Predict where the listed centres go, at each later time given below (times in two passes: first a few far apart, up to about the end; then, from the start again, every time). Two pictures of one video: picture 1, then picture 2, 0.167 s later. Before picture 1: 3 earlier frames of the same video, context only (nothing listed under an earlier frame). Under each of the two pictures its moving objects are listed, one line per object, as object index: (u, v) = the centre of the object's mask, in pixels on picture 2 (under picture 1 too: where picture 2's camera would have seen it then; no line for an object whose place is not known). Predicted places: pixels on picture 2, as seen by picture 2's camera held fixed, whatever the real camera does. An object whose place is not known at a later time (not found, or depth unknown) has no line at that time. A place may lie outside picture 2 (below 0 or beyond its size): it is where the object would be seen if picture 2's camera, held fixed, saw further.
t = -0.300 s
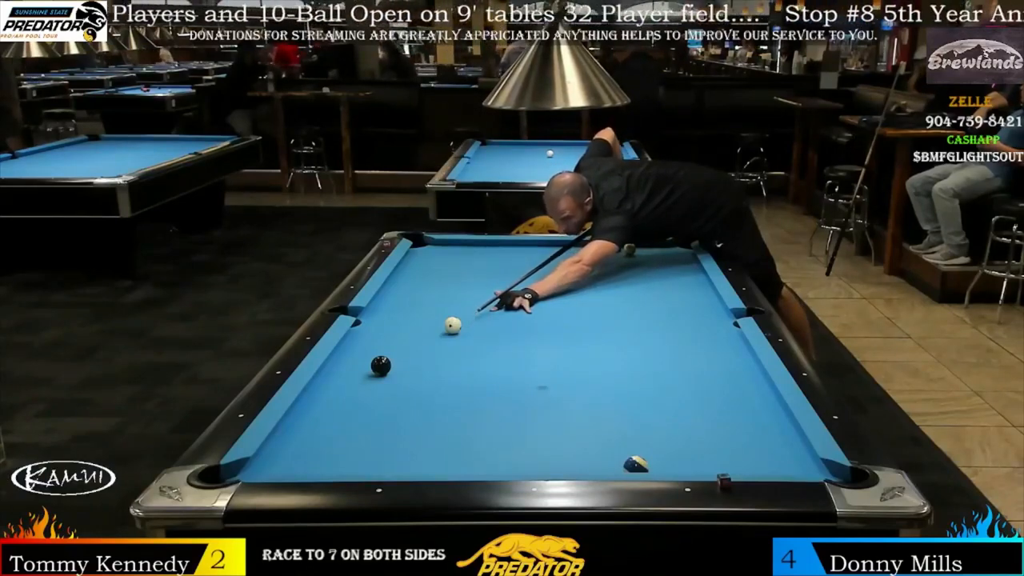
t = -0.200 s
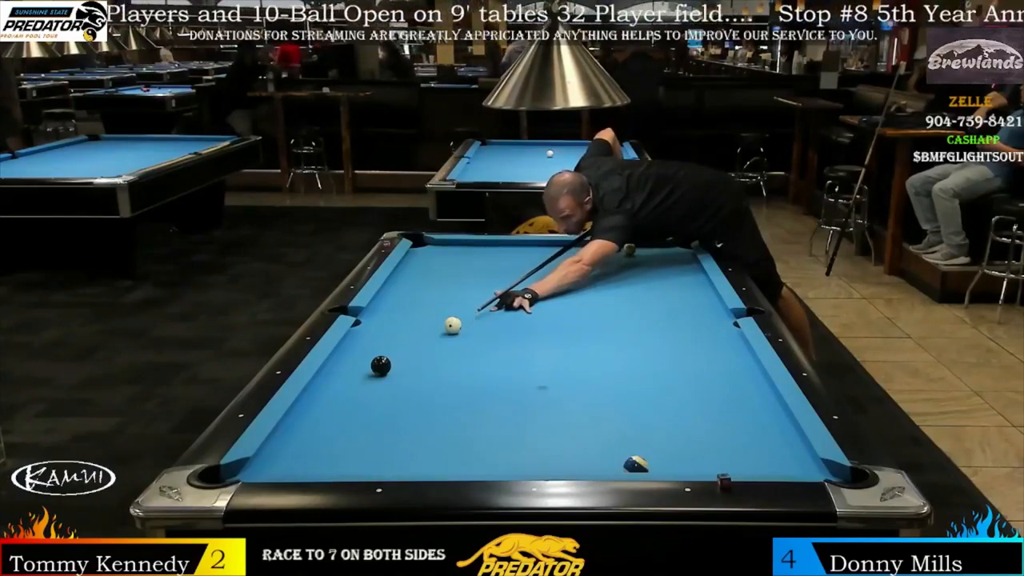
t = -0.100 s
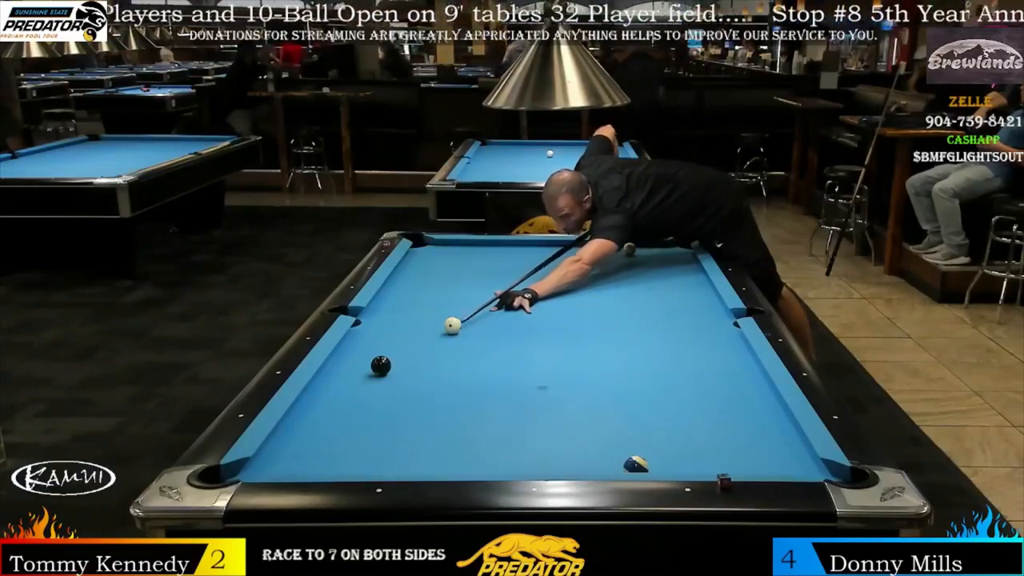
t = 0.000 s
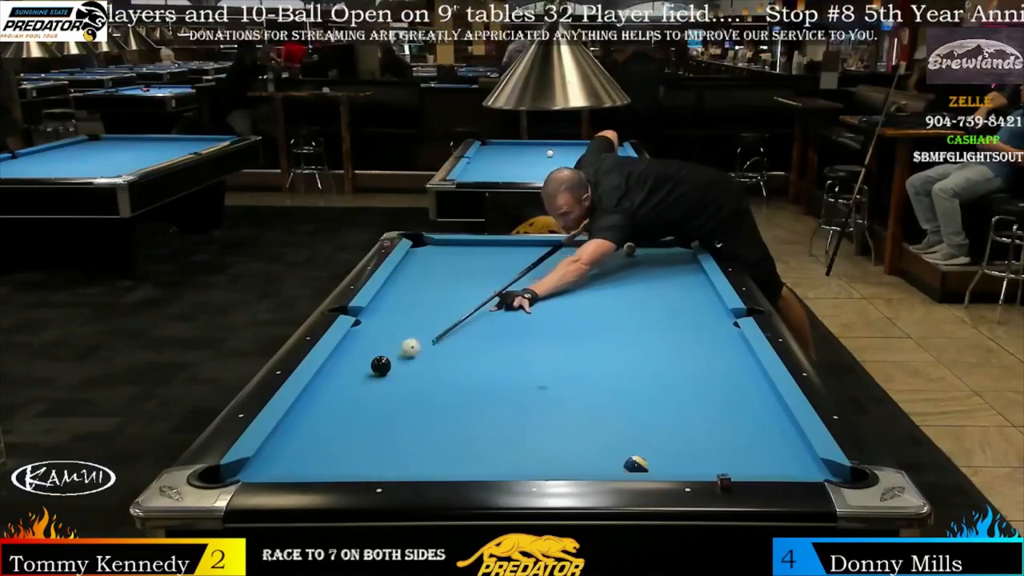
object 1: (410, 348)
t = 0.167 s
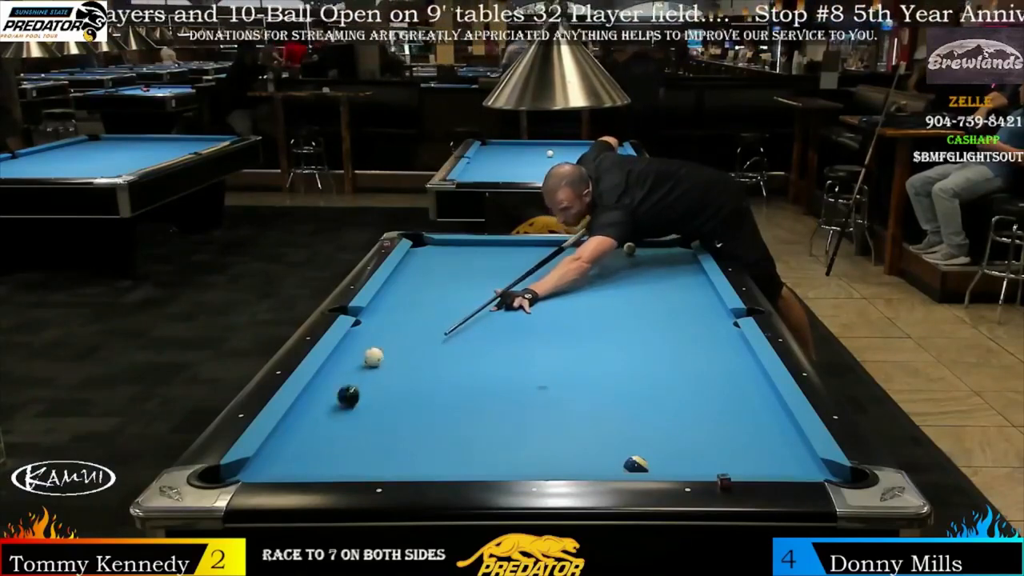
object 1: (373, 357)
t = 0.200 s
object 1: (370, 356)
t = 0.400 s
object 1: (354, 350)
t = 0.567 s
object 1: (348, 346)
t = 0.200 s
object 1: (370, 356)
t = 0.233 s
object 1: (367, 355)
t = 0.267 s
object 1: (365, 354)
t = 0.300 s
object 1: (362, 353)
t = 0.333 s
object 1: (360, 353)
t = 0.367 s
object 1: (357, 352)
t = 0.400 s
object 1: (354, 350)
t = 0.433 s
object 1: (352, 349)
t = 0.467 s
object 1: (350, 349)
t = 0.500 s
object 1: (347, 348)
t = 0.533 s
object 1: (345, 347)
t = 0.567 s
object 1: (348, 346)
